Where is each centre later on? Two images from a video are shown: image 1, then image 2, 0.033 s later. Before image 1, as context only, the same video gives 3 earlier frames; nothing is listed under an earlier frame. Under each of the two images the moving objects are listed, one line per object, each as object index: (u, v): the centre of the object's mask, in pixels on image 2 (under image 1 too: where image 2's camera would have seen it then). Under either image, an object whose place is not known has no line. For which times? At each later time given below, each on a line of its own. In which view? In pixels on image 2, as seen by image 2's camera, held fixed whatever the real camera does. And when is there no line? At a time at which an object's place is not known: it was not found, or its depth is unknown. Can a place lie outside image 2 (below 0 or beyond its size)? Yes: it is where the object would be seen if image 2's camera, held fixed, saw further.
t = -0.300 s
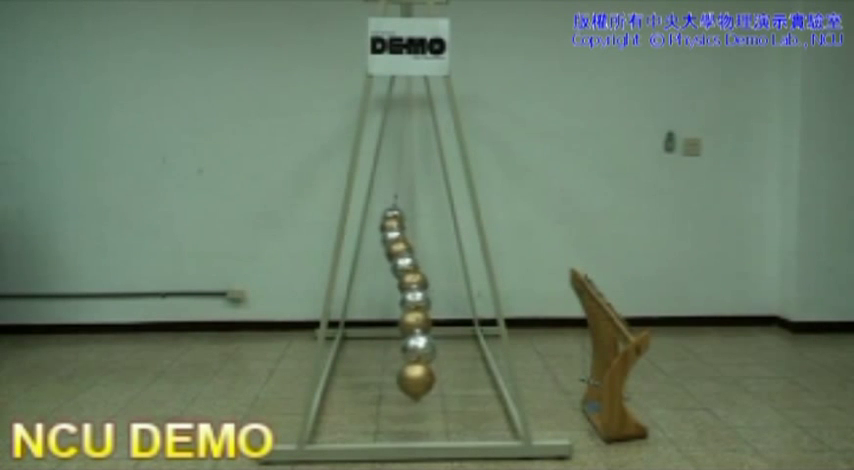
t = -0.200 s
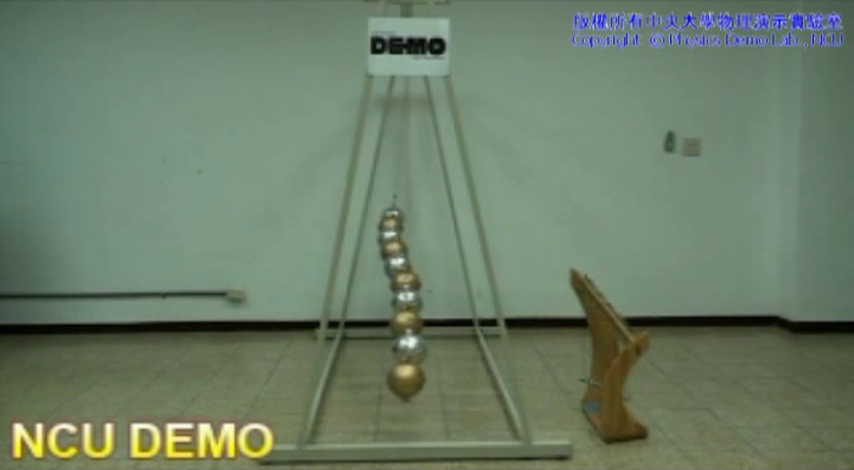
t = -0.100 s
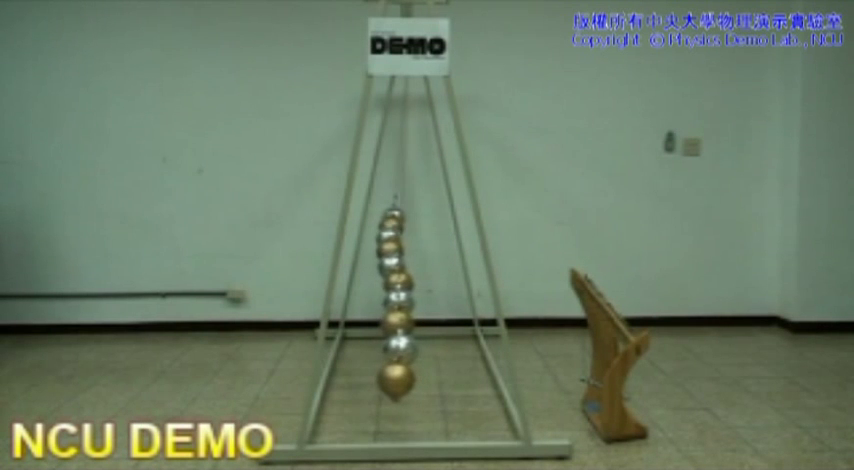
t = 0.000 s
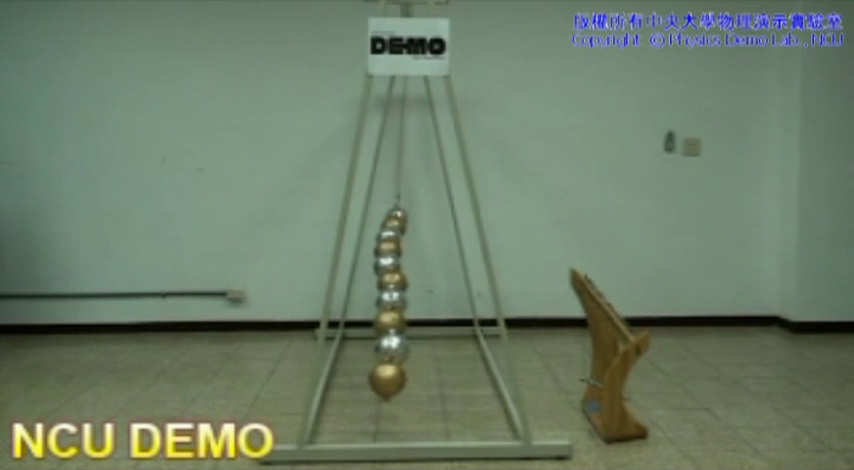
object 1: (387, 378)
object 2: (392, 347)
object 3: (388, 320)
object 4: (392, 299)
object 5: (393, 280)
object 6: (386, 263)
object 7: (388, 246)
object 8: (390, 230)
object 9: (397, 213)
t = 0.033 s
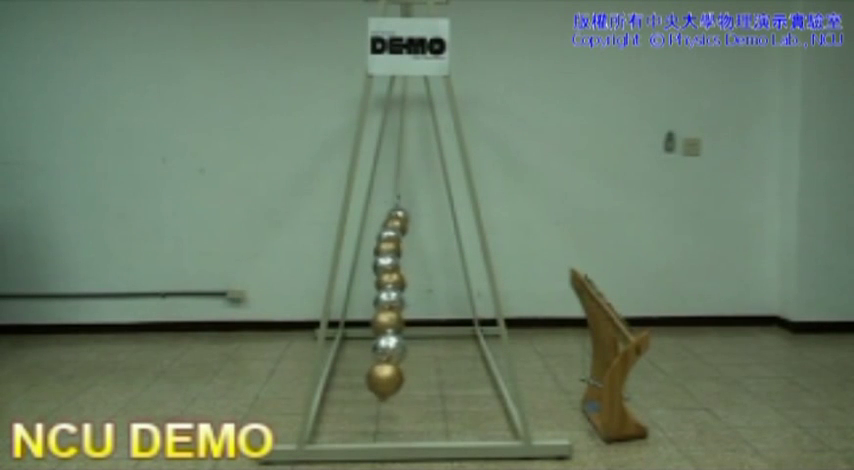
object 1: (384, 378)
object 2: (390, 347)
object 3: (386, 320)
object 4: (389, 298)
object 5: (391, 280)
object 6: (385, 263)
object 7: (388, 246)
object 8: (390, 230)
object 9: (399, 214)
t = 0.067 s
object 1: (382, 378)
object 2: (387, 347)
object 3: (384, 320)
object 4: (388, 298)
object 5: (389, 280)
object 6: (385, 263)
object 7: (388, 247)
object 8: (391, 230)
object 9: (400, 214)
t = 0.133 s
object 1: (378, 378)
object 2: (384, 346)
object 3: (381, 319)
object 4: (384, 298)
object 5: (387, 280)
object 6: (384, 262)
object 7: (389, 246)
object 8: (394, 231)
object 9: (403, 214)
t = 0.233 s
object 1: (373, 377)
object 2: (379, 346)
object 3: (378, 319)
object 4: (382, 297)
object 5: (385, 279)
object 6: (385, 262)
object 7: (393, 246)
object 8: (400, 230)
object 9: (408, 215)
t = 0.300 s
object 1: (372, 377)
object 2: (377, 345)
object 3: (378, 318)
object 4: (381, 297)
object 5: (385, 280)
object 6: (387, 263)
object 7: (396, 246)
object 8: (404, 231)
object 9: (412, 215)
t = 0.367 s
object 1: (372, 377)
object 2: (377, 345)
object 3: (378, 319)
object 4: (381, 297)
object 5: (386, 280)
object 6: (389, 262)
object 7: (399, 247)
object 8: (408, 231)
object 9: (415, 215)
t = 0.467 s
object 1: (373, 377)
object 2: (377, 345)
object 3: (377, 318)
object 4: (383, 298)
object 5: (389, 280)
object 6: (394, 263)
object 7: (404, 247)
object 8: (413, 232)
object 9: (420, 214)
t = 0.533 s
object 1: (375, 377)
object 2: (379, 343)
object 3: (381, 318)
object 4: (385, 297)
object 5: (392, 280)
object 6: (398, 263)
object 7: (409, 247)
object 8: (417, 231)
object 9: (423, 214)
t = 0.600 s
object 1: (378, 377)
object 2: (382, 344)
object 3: (384, 318)
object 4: (389, 297)
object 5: (395, 280)
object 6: (402, 263)
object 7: (413, 247)
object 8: (421, 231)
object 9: (426, 214)
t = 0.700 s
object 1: (385, 378)
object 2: (388, 346)
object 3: (391, 319)
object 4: (395, 298)
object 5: (402, 280)
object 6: (410, 263)
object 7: (419, 246)
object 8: (426, 231)
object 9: (427, 213)
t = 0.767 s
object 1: (390, 378)
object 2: (392, 346)
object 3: (396, 318)
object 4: (400, 298)
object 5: (407, 280)
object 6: (414, 263)
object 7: (423, 246)
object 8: (429, 231)
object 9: (428, 214)
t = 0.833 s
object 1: (397, 378)
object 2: (398, 346)
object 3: (402, 318)
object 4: (406, 298)
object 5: (411, 280)
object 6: (420, 262)
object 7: (427, 246)
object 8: (430, 230)
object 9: (427, 214)
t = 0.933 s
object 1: (407, 378)
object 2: (407, 347)
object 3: (411, 319)
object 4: (414, 299)
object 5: (418, 280)
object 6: (427, 262)
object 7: (431, 246)
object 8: (431, 232)
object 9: (425, 214)
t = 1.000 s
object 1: (413, 378)
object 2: (412, 347)
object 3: (417, 319)
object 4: (419, 299)
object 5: (423, 279)
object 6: (430, 262)
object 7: (433, 246)
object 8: (431, 232)
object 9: (424, 214)
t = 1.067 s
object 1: (419, 378)
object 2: (418, 346)
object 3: (422, 318)
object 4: (424, 298)
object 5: (427, 279)
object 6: (433, 262)
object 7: (433, 246)
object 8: (431, 233)
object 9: (420, 214)
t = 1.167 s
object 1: (429, 378)
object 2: (428, 344)
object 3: (430, 318)
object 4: (432, 297)
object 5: (432, 279)
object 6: (436, 262)
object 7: (432, 245)
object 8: (427, 233)
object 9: (416, 215)
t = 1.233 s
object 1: (435, 377)
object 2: (433, 343)
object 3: (435, 318)
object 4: (436, 297)
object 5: (435, 279)
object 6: (437, 262)
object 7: (431, 245)
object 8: (424, 233)
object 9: (412, 215)
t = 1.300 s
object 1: (440, 377)
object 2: (437, 343)
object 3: (439, 319)
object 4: (438, 297)
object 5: (436, 279)
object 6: (436, 262)
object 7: (428, 246)
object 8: (421, 233)
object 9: (408, 215)
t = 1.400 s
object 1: (445, 376)
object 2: (442, 343)
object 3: (443, 318)
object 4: (441, 297)
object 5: (437, 279)
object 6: (434, 262)
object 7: (424, 247)
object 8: (414, 234)
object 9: (403, 215)
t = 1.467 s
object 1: (448, 376)
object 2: (445, 343)
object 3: (443, 318)
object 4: (441, 297)
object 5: (436, 279)
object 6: (431, 262)
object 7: (421, 247)
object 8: (411, 234)
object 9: (400, 214)
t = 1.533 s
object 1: (449, 376)
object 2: (445, 342)
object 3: (443, 318)
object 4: (440, 297)
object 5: (435, 279)
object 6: (427, 262)
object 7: (417, 247)
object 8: (406, 234)
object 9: (397, 215)
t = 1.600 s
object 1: (450, 376)
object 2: (446, 342)
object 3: (442, 318)
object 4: (439, 297)
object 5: (433, 280)
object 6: (424, 263)
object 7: (413, 247)
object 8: (403, 233)
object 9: (394, 214)
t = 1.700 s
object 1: (448, 376)
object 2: (444, 342)
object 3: (438, 318)
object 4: (435, 297)
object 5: (427, 280)
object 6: (417, 264)
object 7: (407, 247)
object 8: (396, 234)
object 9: (393, 213)
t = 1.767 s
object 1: (446, 376)
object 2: (442, 343)
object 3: (435, 319)
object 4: (431, 298)
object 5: (423, 280)
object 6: (412, 264)
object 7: (403, 247)
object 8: (393, 234)
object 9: (393, 214)
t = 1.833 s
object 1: (443, 377)
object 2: (439, 343)
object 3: (430, 320)
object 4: (426, 298)
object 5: (419, 280)
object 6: (407, 265)
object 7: (399, 247)
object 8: (390, 234)
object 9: (394, 213)
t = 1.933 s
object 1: (436, 377)
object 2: (433, 344)
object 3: (422, 320)
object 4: (418, 298)
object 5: (411, 280)
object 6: (400, 265)
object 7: (394, 246)
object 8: (389, 233)
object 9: (395, 213)
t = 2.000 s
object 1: (431, 377)
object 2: (428, 344)
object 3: (417, 321)
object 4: (413, 299)
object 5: (407, 280)
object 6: (395, 265)
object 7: (391, 246)
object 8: (389, 232)
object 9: (398, 215)
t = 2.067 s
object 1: (424, 378)
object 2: (422, 344)
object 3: (411, 320)
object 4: (408, 299)
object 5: (402, 280)
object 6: (391, 264)
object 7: (389, 247)
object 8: (389, 233)
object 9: (400, 214)
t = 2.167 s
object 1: (415, 378)
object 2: (412, 345)
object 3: (403, 321)
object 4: (399, 299)
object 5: (396, 280)
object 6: (386, 264)
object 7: (387, 247)
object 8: (392, 233)
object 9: (405, 214)
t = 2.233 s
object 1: (408, 378)
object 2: (406, 345)
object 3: (397, 321)
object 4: (394, 299)
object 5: (391, 280)
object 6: (385, 263)
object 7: (388, 247)
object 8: (394, 233)
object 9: (408, 215)
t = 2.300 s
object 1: (402, 378)
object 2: (400, 344)
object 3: (392, 321)
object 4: (390, 299)
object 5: (388, 280)
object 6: (384, 263)
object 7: (390, 246)
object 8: (398, 233)
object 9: (412, 215)
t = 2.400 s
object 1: (392, 378)
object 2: (392, 344)
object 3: (385, 320)
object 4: (385, 298)
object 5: (386, 280)
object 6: (385, 262)
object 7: (395, 247)
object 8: (403, 234)
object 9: (418, 214)
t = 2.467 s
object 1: (387, 378)
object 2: (387, 344)
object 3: (382, 320)
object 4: (383, 298)
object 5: (385, 280)
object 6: (386, 262)
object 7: (397, 248)
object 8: (406, 235)
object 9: (421, 214)
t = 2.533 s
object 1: (382, 378)
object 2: (383, 344)
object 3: (380, 319)
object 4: (381, 298)
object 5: (385, 280)
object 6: (389, 262)
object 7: (400, 247)
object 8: (411, 235)
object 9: (423, 213)
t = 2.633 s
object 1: (376, 377)
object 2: (378, 343)
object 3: (378, 319)
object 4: (381, 298)
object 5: (387, 280)
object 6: (393, 263)
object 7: (407, 249)
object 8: (416, 235)
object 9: (426, 214)
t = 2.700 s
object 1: (374, 377)
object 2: (377, 344)
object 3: (379, 319)
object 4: (382, 298)
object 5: (389, 280)
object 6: (398, 263)
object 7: (411, 250)
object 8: (420, 235)
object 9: (427, 213)
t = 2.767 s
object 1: (373, 377)
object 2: (377, 344)
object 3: (380, 319)
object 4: (384, 298)
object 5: (392, 280)
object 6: (402, 264)
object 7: (415, 249)
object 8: (425, 236)
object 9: (427, 213)
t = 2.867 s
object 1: (373, 377)
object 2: (378, 344)
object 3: (383, 320)
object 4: (388, 298)
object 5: (398, 281)
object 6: (409, 265)
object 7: (421, 249)
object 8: (430, 235)
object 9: (426, 213)
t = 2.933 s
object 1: (374, 377)
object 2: (380, 345)
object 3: (387, 320)
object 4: (392, 298)
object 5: (402, 281)
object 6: (414, 265)
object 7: (425, 248)
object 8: (431, 233)
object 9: (425, 214)
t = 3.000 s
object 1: (376, 377)
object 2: (382, 345)
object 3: (391, 320)
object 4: (397, 298)
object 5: (407, 281)
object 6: (419, 264)
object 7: (429, 248)
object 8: (431, 232)
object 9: (422, 215)
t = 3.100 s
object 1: (381, 378)
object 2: (388, 346)
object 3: (399, 320)
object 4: (404, 299)
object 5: (415, 280)
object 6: (425, 264)
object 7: (433, 247)
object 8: (432, 233)
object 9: (418, 215)
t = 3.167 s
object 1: (386, 378)
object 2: (393, 347)
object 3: (405, 321)
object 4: (410, 299)
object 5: (419, 280)
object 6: (429, 263)
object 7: (435, 247)
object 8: (429, 233)
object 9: (416, 215)
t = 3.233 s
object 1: (392, 379)
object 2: (398, 347)
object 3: (410, 321)
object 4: (415, 299)
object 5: (424, 279)
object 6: (433, 263)
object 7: (434, 246)
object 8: (427, 234)
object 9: (412, 215)
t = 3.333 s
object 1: (401, 379)
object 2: (406, 347)
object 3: (418, 320)
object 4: (423, 299)
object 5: (430, 279)
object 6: (436, 262)
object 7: (431, 246)
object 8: (423, 233)
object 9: (406, 215)
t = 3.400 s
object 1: (407, 378)
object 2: (412, 347)
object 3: (424, 320)
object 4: (428, 299)
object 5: (433, 279)
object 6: (436, 262)
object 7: (430, 246)
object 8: (419, 234)
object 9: (402, 215)
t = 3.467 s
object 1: (414, 378)
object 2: (418, 347)
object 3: (429, 320)
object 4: (433, 299)
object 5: (435, 279)
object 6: (436, 261)
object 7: (428, 245)
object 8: (415, 235)
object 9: (399, 214)
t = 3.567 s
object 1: (424, 378)
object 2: (427, 347)
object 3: (436, 320)
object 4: (438, 298)
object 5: (437, 279)
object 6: (434, 262)
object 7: (424, 246)
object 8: (409, 236)
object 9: (395, 214)
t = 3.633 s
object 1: (429, 378)
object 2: (432, 346)
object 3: (439, 320)
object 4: (440, 298)
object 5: (437, 279)
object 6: (431, 262)
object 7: (420, 246)
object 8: (405, 237)
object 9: (393, 214)
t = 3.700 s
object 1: (435, 377)
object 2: (437, 346)
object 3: (441, 319)
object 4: (440, 297)
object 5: (436, 279)
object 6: (428, 262)
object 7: (416, 246)
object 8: (401, 236)
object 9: (394, 214)
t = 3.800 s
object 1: (442, 377)
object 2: (442, 346)
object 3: (443, 319)
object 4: (440, 297)
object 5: (433, 279)
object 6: (422, 263)
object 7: (409, 246)
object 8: (395, 236)
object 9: (394, 214)
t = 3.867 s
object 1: (445, 377)
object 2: (444, 345)
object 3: (443, 319)
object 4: (439, 297)
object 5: (430, 279)
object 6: (418, 263)
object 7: (405, 247)
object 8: (392, 236)
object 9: (395, 214)
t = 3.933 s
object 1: (448, 376)
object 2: (445, 344)
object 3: (442, 319)
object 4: (437, 298)
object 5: (426, 280)
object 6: (414, 264)
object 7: (402, 247)
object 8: (389, 235)
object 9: (396, 214)
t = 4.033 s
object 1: (449, 376)
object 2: (445, 344)
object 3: (438, 319)
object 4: (432, 298)
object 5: (420, 281)
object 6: (407, 265)
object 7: (395, 248)
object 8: (388, 234)
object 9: (399, 215)
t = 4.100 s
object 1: (449, 376)
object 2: (444, 344)
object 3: (435, 320)
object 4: (427, 299)
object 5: (416, 281)
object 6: (402, 265)
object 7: (392, 247)
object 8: (388, 234)
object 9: (402, 214)
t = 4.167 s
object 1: (448, 376)
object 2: (441, 345)
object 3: (430, 320)
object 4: (422, 300)
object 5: (410, 281)
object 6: (398, 262)
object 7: (389, 246)
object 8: (388, 233)
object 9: (406, 214)
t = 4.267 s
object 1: (444, 377)
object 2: (436, 345)
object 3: (423, 321)
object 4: (414, 300)
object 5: (404, 279)
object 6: (391, 264)
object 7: (387, 248)
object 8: (392, 233)
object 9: (411, 215)
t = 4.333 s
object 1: (440, 377)
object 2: (431, 346)
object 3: (417, 322)
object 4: (409, 300)
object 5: (399, 281)
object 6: (388, 264)
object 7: (387, 246)
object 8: (396, 234)
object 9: (414, 215)
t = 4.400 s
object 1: (435, 377)
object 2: (426, 346)
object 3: (412, 322)
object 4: (404, 300)
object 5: (396, 279)
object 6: (385, 264)
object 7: (389, 246)
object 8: (399, 234)
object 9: (418, 215)
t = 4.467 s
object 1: (430, 377)
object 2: (420, 346)
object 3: (407, 322)
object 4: (398, 300)
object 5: (392, 278)
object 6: (384, 263)
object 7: (390, 246)
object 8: (402, 234)
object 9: (421, 215)
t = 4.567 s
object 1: (421, 379)
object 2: (412, 347)
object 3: (398, 322)
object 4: (391, 300)
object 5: (387, 280)
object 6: (385, 262)
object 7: (395, 246)
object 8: (408, 235)
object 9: (425, 213)
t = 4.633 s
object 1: (414, 379)
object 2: (406, 347)
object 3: (393, 322)
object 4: (387, 299)
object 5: (385, 280)
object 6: (386, 262)
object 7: (400, 248)
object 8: (412, 235)
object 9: (426, 213)
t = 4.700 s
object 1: (408, 378)
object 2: (401, 345)
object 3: (388, 322)
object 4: (384, 299)
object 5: (385, 280)
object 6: (388, 262)
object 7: (404, 248)
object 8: (415, 235)
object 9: (427, 212)
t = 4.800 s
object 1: (398, 378)
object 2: (392, 345)
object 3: (382, 320)
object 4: (381, 298)
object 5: (386, 279)
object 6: (394, 263)
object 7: (410, 249)
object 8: (423, 236)
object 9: (427, 213)
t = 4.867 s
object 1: (392, 379)
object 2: (387, 347)
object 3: (380, 319)
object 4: (381, 297)
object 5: (387, 280)
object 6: (398, 264)
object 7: (414, 249)
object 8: (427, 236)
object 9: (426, 214)
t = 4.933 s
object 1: (387, 378)
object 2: (383, 347)
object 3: (378, 319)
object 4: (381, 297)
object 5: (389, 280)
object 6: (402, 264)
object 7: (418, 250)
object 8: (429, 236)
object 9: (424, 214)
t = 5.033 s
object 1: (380, 378)
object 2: (380, 344)
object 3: (378, 319)
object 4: (384, 298)
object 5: (395, 280)
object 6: (408, 265)
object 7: (423, 250)
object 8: (432, 235)
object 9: (420, 215)
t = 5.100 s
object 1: (376, 377)
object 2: (378, 344)
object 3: (380, 319)
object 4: (386, 298)
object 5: (398, 281)
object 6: (413, 265)
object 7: (427, 250)
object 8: (434, 235)
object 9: (418, 215)
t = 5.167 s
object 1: (374, 377)
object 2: (377, 343)
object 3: (382, 320)
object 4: (389, 298)
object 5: (403, 281)
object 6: (418, 266)
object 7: (430, 248)
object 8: (432, 234)
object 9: (415, 216)
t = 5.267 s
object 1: (373, 377)
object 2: (378, 344)
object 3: (387, 321)
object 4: (396, 299)
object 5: (410, 281)
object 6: (425, 265)
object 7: (434, 248)
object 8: (430, 233)
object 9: (409, 215)
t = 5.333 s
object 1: (373, 377)
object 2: (380, 345)
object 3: (391, 320)
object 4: (401, 299)
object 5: (415, 281)
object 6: (429, 265)
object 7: (435, 246)
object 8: (428, 233)
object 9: (406, 216)
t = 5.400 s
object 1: (374, 377)
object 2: (383, 344)
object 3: (396, 321)
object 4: (406, 299)
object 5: (420, 281)
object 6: (432, 264)
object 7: (434, 245)
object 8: (424, 232)
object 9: (402, 216)
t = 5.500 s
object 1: (378, 378)
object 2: (389, 347)
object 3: (404, 321)
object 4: (414, 299)
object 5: (426, 281)
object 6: (435, 264)
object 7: (433, 245)
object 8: (419, 233)
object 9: (398, 215)
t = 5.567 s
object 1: (382, 378)
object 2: (394, 347)
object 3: (409, 322)
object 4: (419, 299)
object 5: (430, 280)
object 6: (437, 263)
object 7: (431, 245)
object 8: (415, 236)
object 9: (395, 214)
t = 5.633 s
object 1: (387, 378)
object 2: (399, 347)
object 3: (415, 322)
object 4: (424, 299)
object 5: (433, 280)
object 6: (436, 262)
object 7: (426, 245)
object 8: (411, 237)
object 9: (393, 214)
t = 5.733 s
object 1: (396, 378)
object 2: (407, 348)
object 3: (423, 321)
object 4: (431, 299)
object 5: (437, 279)
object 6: (434, 261)
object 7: (421, 246)
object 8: (405, 237)
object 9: (392, 214)
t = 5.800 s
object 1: (402, 379)
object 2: (413, 348)
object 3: (428, 321)
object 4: (435, 298)
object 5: (437, 279)
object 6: (431, 261)
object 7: (417, 247)
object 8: (401, 237)
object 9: (394, 214)
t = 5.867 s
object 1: (409, 378)
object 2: (419, 347)
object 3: (433, 321)
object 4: (438, 298)
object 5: (437, 279)
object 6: (429, 262)
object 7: (414, 247)
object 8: (397, 237)
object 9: (395, 214)
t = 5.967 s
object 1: (418, 378)
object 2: (428, 347)
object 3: (439, 320)
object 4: (440, 297)
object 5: (436, 279)
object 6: (423, 264)
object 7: (408, 249)
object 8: (391, 238)
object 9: (397, 215)
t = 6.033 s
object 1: (424, 378)
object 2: (432, 346)
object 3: (441, 320)
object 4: (441, 297)
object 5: (433, 279)
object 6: (420, 264)
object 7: (404, 249)
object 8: (389, 237)
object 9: (400, 214)
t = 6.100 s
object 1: (430, 378)
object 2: (437, 346)
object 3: (443, 319)
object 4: (440, 297)
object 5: (430, 280)
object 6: (415, 265)
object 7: (400, 249)
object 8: (388, 236)
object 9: (403, 214)
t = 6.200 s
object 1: (437, 378)
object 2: (442, 346)
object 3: (443, 319)
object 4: (437, 298)
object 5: (424, 281)
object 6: (408, 266)
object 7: (394, 249)
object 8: (388, 234)
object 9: (408, 215)
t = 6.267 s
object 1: (442, 377)
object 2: (443, 346)
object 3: (442, 319)
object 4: (434, 298)
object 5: (420, 281)
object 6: (403, 267)
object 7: (391, 248)
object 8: (389, 233)
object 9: (412, 216)
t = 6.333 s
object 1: (446, 376)
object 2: (444, 345)
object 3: (439, 319)
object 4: (430, 299)
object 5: (416, 281)
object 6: (398, 267)
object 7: (387, 249)
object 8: (392, 233)
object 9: (415, 216)
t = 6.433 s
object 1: (448, 376)
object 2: (444, 345)
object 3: (435, 320)
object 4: (423, 299)
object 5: (408, 281)
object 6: (392, 264)
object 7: (387, 247)
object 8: (397, 234)
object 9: (420, 216)
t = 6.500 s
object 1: (449, 376)
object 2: (443, 345)
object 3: (430, 320)
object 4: (418, 299)
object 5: (404, 281)
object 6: (390, 263)
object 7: (386, 247)
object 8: (400, 234)
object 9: (424, 215)
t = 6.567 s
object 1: (448, 376)
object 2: (441, 345)
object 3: (426, 321)
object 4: (413, 300)
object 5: (399, 281)
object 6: (388, 262)
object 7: (388, 247)
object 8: (403, 237)
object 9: (426, 215)
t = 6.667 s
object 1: (446, 377)
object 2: (435, 346)
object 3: (418, 322)
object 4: (405, 300)
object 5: (394, 280)
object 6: (384, 264)
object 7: (394, 246)
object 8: (410, 237)
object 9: (428, 214)
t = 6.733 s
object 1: (443, 377)
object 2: (431, 347)
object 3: (413, 323)
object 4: (400, 300)
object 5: (390, 279)
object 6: (385, 262)
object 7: (398, 247)
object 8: (413, 238)
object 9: (428, 213)
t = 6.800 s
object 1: (439, 378)
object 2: (426, 347)
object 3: (408, 323)
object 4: (395, 300)
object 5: (388, 279)
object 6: (386, 262)
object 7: (401, 248)
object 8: (417, 238)
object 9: (427, 213)
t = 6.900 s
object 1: (432, 379)
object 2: (417, 348)
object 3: (399, 324)
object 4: (388, 300)
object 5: (386, 278)
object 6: (389, 262)
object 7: (407, 249)
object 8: (423, 237)
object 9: (425, 214)
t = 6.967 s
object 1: (426, 379)
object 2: (411, 348)
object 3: (394, 324)
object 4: (385, 300)
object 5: (384, 280)
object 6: (392, 263)
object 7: (411, 251)
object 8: (427, 237)
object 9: (422, 215)
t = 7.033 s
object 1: (420, 379)
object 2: (405, 348)
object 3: (389, 323)
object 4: (383, 300)
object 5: (385, 280)
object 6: (396, 263)
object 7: (415, 251)
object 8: (430, 237)
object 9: (420, 215)
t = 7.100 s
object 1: (413, 379)
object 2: (399, 348)
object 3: (385, 323)
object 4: (381, 299)
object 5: (387, 279)
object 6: (401, 264)
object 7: (419, 251)
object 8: (431, 235)
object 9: (417, 215)
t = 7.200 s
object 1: (404, 379)
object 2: (392, 345)
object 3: (381, 321)
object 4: (382, 298)
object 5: (393, 279)
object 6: (407, 265)
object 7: (424, 251)
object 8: (433, 235)
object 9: (413, 216)
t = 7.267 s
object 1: (397, 379)
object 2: (386, 347)
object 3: (379, 320)
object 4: (383, 297)
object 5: (396, 280)
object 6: (412, 265)
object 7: (428, 251)
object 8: (433, 234)
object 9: (409, 217)
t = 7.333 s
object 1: (391, 379)
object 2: (385, 345)
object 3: (378, 320)
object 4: (385, 297)
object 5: (399, 281)
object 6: (416, 266)
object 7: (431, 250)
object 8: (430, 233)
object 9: (405, 216)
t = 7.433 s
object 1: (384, 378)
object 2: (379, 347)
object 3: (379, 320)
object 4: (389, 299)
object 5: (406, 281)
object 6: (423, 266)
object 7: (434, 248)
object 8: (426, 234)
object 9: (400, 215)
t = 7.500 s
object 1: (380, 378)
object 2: (378, 344)
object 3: (382, 320)
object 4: (393, 299)
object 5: (410, 281)
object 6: (427, 266)
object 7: (435, 247)
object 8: (423, 234)
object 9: (397, 216)
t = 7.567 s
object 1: (377, 378)
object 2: (378, 344)
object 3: (385, 320)
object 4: (397, 299)
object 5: (414, 281)
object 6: (430, 266)
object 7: (435, 247)
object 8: (419, 235)
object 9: (395, 215)
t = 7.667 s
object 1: (374, 377)
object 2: (379, 345)
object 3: (391, 321)
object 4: (404, 300)
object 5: (422, 281)
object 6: (435, 265)
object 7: (432, 246)
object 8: (414, 237)
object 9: (393, 214)
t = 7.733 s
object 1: (373, 377)
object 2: (381, 345)
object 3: (395, 322)
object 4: (410, 300)
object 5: (426, 282)
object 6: (436, 263)
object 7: (428, 245)
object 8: (410, 238)
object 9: (392, 214)
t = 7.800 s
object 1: (374, 377)
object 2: (384, 346)
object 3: (400, 322)
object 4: (415, 300)
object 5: (430, 281)
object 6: (436, 262)
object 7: (425, 245)
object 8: (406, 238)
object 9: (394, 214)
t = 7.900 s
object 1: (376, 377)
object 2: (390, 347)
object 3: (408, 323)
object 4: (423, 300)
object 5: (435, 280)
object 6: (434, 262)
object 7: (419, 246)
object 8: (401, 238)
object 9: (396, 214)
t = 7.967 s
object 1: (380, 377)
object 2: (394, 348)
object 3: (413, 324)
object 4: (427, 300)
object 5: (437, 280)
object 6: (433, 261)
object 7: (415, 247)
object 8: (396, 238)
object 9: (398, 215)
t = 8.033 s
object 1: (384, 377)
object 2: (399, 347)
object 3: (419, 323)
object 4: (432, 299)
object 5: (439, 279)
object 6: (429, 263)
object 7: (410, 251)
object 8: (393, 238)
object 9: (401, 214)
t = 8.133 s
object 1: (392, 377)
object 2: (407, 348)
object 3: (426, 323)
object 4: (438, 299)
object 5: (438, 279)
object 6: (424, 264)
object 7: (405, 252)
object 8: (389, 237)
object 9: (405, 215)
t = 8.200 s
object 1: (396, 379)
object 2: (413, 348)
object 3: (431, 323)
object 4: (440, 299)
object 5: (436, 278)
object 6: (420, 264)
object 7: (401, 252)
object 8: (389, 237)
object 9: (408, 217)
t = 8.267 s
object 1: (403, 379)
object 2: (418, 348)
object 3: (436, 322)
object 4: (441, 298)
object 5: (433, 279)
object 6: (417, 265)
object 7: (397, 253)
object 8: (388, 235)
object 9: (412, 217)
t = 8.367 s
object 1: (412, 379)
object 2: (427, 348)
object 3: (440, 320)
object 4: (440, 297)
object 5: (428, 280)
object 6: (410, 266)
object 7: (392, 251)
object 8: (390, 233)
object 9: (417, 216)
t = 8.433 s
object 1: (418, 379)
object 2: (432, 348)
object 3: (443, 320)
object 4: (438, 296)
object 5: (423, 281)
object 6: (406, 266)
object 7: (389, 250)
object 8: (392, 234)
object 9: (420, 216)
